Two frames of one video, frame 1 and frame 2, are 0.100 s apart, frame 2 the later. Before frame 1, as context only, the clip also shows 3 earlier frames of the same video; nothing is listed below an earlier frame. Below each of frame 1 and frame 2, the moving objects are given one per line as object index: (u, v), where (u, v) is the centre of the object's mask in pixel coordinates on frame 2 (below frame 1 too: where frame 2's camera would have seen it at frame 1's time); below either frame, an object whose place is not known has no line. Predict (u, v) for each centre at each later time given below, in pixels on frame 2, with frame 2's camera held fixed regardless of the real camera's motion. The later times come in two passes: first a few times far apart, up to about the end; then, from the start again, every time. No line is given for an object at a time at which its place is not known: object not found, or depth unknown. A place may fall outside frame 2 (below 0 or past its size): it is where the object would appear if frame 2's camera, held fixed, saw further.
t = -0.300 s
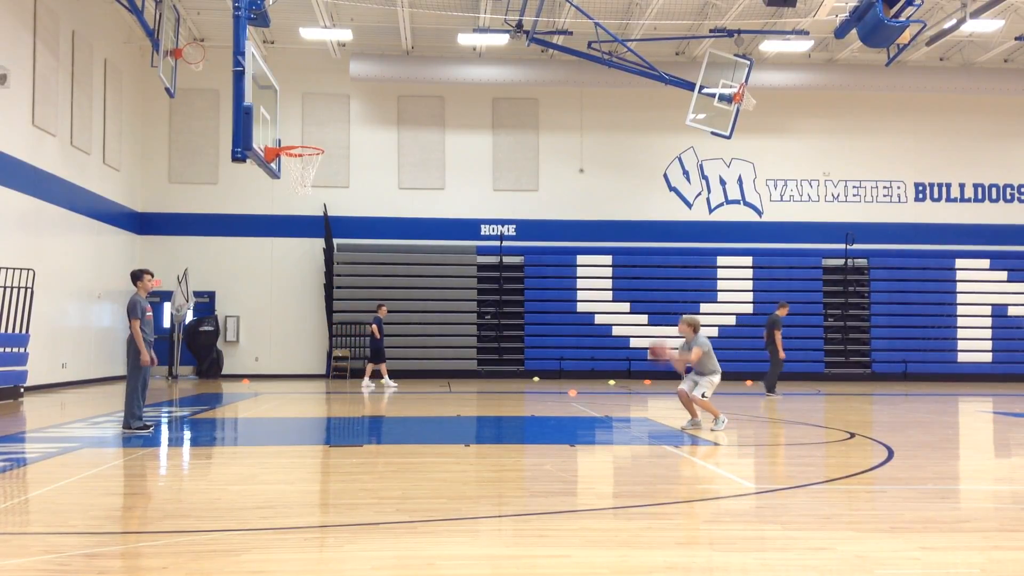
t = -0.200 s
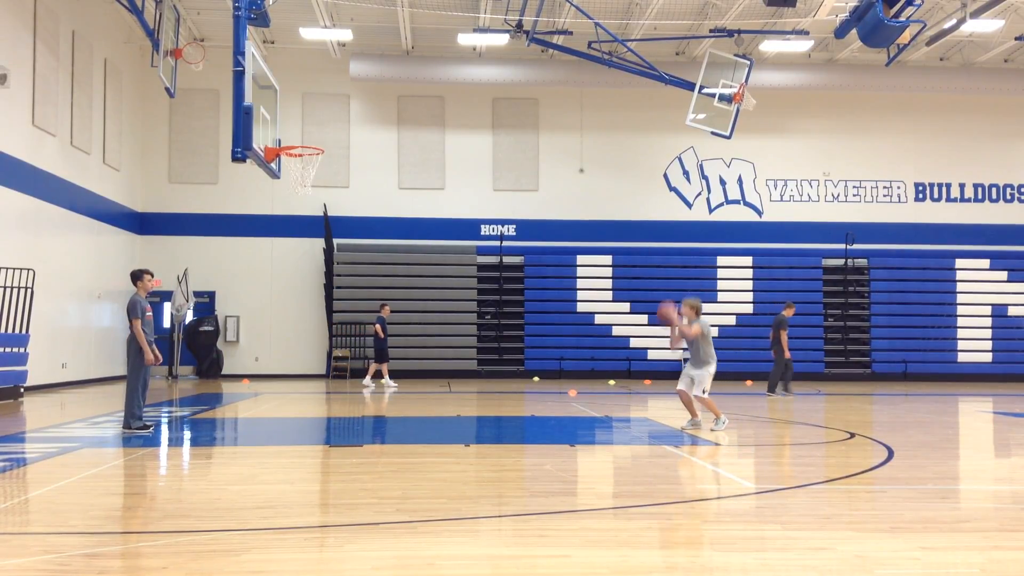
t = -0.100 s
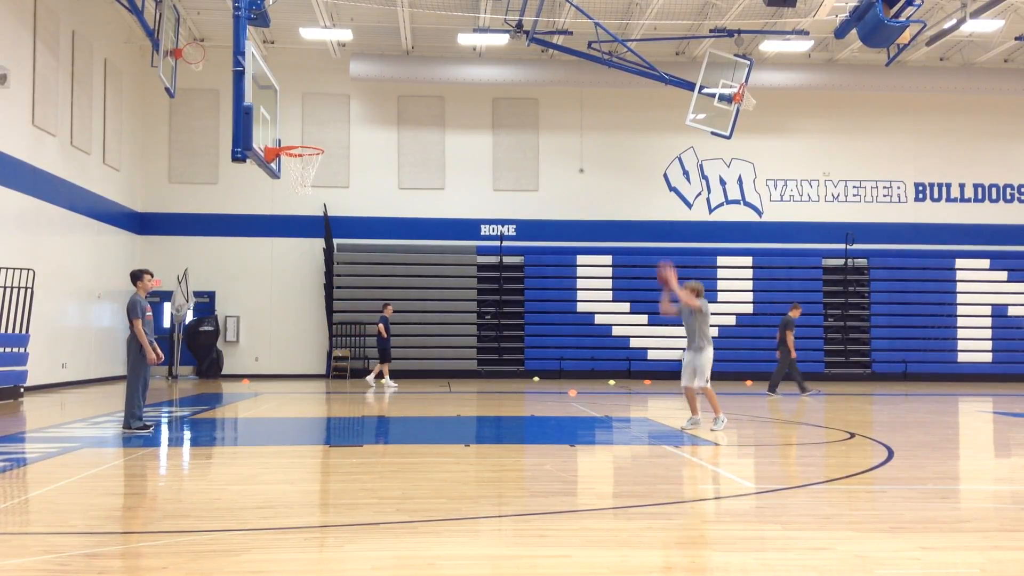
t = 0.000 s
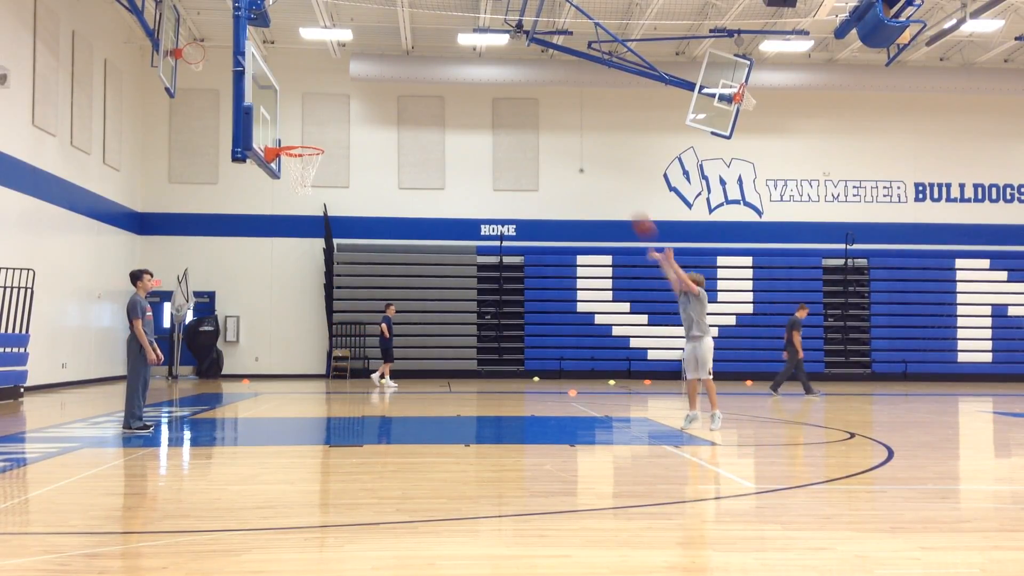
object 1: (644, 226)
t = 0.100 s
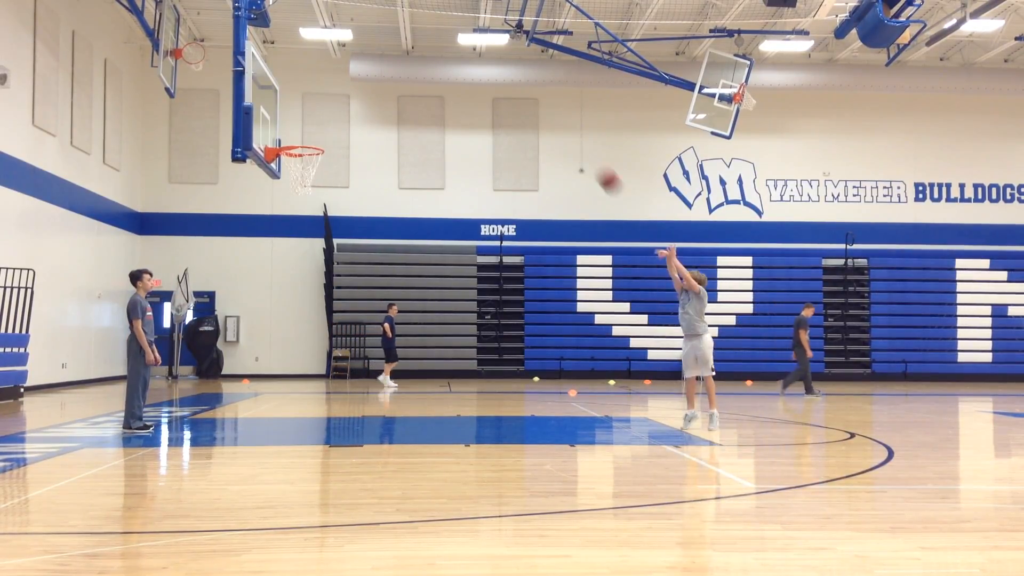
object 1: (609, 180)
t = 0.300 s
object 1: (542, 113)
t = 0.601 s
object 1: (441, 75)
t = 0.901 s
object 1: (340, 112)
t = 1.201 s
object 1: (311, 169)
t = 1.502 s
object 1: (312, 184)
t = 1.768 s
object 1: (293, 243)
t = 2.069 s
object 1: (269, 387)
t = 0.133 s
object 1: (597, 167)
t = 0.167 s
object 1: (586, 155)
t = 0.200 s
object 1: (576, 143)
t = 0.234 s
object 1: (564, 132)
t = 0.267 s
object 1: (553, 123)
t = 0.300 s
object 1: (542, 113)
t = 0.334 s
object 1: (531, 106)
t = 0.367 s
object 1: (519, 98)
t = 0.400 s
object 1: (508, 93)
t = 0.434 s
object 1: (497, 87)
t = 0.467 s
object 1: (486, 83)
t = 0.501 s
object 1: (475, 80)
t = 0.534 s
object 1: (464, 77)
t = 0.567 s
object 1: (452, 76)
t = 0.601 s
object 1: (441, 75)
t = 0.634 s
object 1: (430, 75)
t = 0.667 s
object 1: (419, 77)
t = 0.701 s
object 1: (407, 79)
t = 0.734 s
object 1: (396, 82)
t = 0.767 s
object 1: (386, 86)
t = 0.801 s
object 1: (375, 91)
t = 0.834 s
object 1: (363, 97)
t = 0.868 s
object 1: (352, 104)
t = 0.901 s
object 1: (340, 112)
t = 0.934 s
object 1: (329, 121)
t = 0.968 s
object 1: (318, 131)
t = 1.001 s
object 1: (307, 139)
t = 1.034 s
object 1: (298, 149)
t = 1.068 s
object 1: (293, 153)
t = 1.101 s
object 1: (293, 157)
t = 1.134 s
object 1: (300, 160)
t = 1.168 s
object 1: (307, 166)
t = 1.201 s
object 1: (311, 169)
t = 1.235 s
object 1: (315, 171)
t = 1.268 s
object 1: (318, 171)
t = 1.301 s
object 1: (320, 172)
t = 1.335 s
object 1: (320, 172)
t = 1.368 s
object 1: (319, 173)
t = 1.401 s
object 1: (318, 175)
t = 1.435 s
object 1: (316, 178)
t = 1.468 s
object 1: (314, 180)
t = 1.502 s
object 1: (312, 184)
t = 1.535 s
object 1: (309, 188)
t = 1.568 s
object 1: (307, 193)
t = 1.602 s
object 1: (305, 200)
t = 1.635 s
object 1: (302, 206)
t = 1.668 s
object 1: (300, 215)
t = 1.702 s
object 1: (298, 224)
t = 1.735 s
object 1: (295, 232)
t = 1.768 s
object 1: (293, 243)
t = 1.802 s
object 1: (290, 256)
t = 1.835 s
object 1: (288, 269)
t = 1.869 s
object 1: (285, 282)
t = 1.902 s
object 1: (282, 297)
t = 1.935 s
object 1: (280, 313)
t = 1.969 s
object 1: (277, 329)
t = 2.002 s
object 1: (274, 347)
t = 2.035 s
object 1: (272, 366)
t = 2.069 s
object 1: (269, 387)
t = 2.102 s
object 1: (266, 406)
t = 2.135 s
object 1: (263, 407)
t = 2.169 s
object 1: (262, 394)
